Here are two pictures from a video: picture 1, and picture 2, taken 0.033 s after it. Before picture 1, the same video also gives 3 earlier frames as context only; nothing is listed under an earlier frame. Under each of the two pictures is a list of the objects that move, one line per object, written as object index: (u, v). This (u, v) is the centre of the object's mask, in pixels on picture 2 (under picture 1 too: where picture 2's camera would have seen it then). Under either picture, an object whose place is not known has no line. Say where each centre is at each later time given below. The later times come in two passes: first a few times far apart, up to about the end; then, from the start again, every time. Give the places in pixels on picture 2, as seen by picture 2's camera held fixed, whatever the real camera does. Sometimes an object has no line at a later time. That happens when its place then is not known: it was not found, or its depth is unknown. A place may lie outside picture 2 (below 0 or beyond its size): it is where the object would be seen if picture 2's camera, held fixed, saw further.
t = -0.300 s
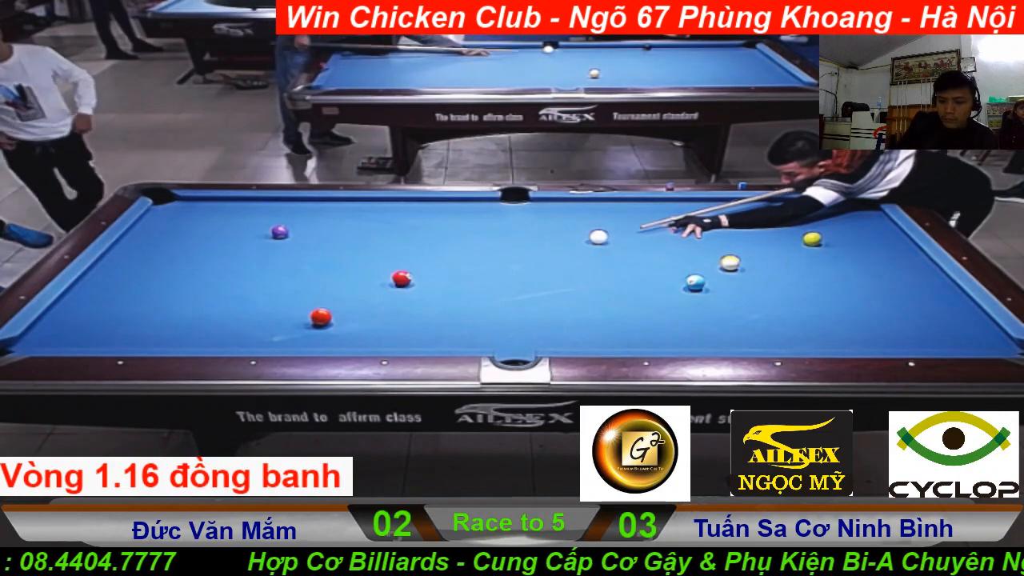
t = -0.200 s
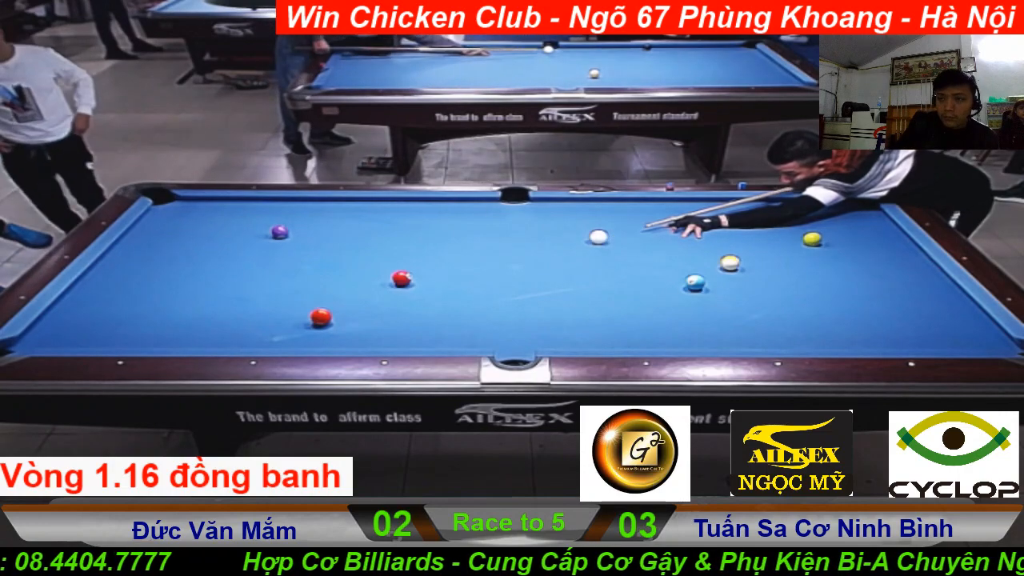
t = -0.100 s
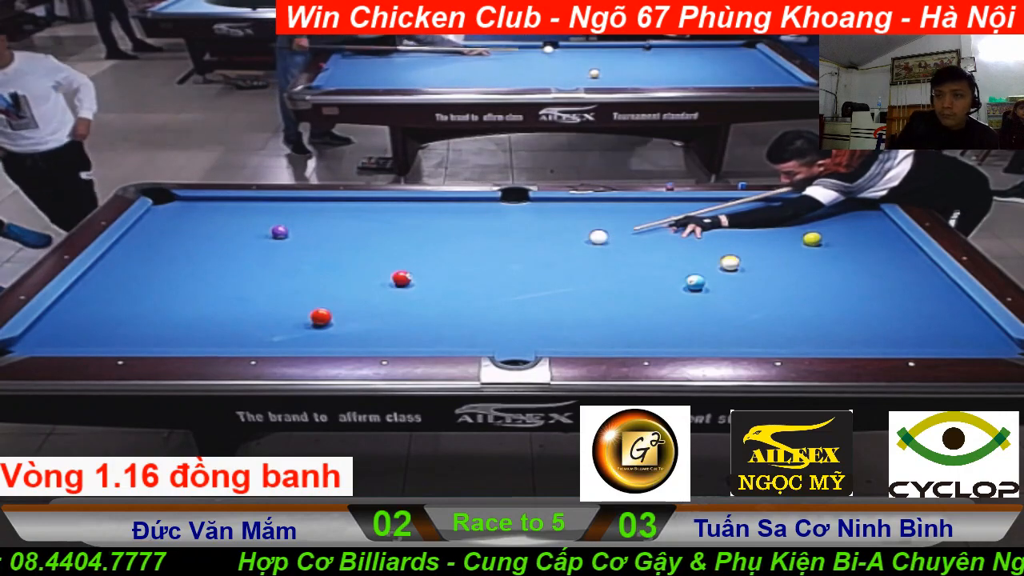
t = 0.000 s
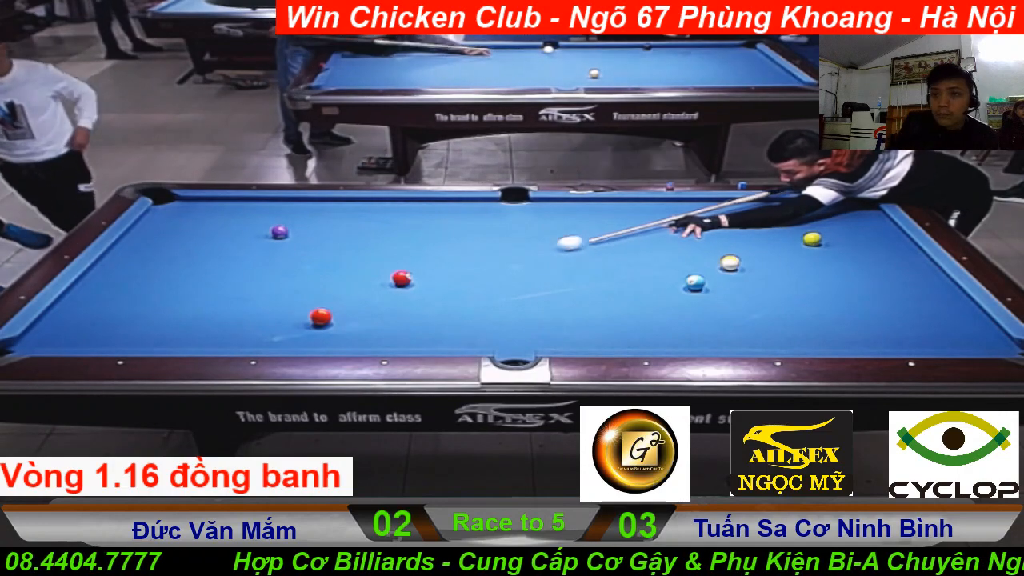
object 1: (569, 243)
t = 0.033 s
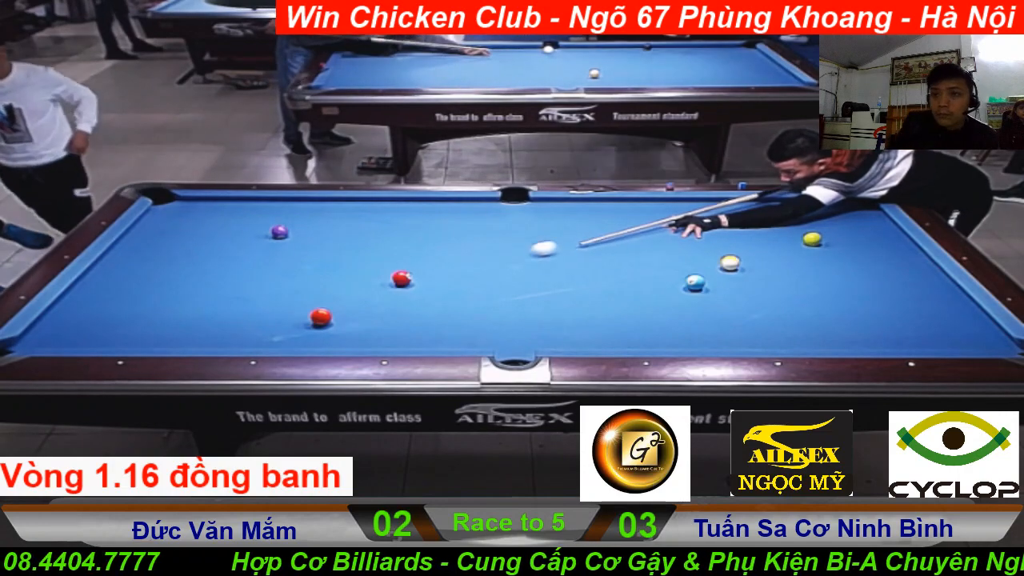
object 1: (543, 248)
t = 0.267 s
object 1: (418, 277)
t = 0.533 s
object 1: (414, 282)
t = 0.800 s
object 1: (409, 287)
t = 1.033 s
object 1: (407, 292)
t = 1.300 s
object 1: (404, 295)
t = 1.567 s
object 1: (402, 299)
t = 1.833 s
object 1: (400, 301)
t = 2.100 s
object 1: (399, 303)
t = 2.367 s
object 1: (399, 304)
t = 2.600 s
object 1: (399, 305)
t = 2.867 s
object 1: (398, 304)
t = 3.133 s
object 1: (399, 304)
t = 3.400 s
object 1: (399, 304)
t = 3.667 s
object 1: (398, 304)
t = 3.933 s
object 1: (398, 304)
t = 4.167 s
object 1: (398, 304)
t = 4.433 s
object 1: (399, 304)
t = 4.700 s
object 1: (398, 304)
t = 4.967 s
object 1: (398, 304)
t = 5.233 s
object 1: (398, 304)
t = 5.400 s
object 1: (398, 304)
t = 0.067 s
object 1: (518, 254)
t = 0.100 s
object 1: (492, 259)
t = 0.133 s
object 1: (467, 265)
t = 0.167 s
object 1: (443, 270)
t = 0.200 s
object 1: (420, 275)
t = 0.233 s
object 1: (419, 276)
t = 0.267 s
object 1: (418, 277)
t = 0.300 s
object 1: (418, 278)
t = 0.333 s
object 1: (417, 278)
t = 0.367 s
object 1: (417, 279)
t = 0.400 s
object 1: (416, 280)
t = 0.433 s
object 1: (415, 281)
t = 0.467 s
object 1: (415, 281)
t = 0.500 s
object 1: (414, 282)
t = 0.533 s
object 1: (414, 282)
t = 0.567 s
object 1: (413, 283)
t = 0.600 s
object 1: (412, 284)
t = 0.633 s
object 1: (412, 284)
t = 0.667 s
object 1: (412, 285)
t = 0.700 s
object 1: (411, 286)
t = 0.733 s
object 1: (411, 286)
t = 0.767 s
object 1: (410, 287)
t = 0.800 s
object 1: (409, 287)
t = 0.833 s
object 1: (409, 288)
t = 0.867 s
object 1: (409, 289)
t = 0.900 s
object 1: (408, 289)
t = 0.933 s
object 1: (408, 290)
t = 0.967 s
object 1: (407, 290)
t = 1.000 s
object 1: (407, 291)
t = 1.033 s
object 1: (407, 292)
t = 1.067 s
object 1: (406, 292)
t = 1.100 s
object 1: (406, 292)
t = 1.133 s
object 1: (406, 293)
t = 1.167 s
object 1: (405, 293)
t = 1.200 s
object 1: (405, 294)
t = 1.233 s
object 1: (404, 294)
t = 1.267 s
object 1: (404, 295)
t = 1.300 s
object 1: (404, 295)
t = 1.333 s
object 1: (403, 296)
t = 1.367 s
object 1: (403, 296)
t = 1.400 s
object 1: (403, 297)
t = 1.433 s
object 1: (402, 297)
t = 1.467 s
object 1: (402, 297)
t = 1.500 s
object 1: (402, 298)
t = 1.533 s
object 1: (402, 298)
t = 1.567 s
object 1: (402, 299)
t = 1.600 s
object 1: (401, 299)
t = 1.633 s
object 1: (401, 299)
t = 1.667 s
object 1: (401, 300)
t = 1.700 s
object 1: (400, 300)
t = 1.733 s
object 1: (400, 300)
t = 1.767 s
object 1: (400, 300)
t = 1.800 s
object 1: (400, 301)
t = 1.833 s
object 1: (400, 301)
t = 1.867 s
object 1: (400, 301)
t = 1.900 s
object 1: (399, 302)
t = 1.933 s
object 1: (399, 302)
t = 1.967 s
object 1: (399, 302)
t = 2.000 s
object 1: (399, 302)
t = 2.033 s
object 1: (399, 303)
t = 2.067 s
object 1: (399, 303)
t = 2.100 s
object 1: (399, 303)
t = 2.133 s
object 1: (399, 303)
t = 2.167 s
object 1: (399, 303)
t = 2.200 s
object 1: (399, 304)
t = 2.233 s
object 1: (399, 304)
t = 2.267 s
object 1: (399, 304)
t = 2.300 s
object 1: (399, 304)
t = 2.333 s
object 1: (399, 304)
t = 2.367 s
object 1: (399, 304)
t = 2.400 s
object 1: (399, 304)
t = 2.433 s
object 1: (399, 304)
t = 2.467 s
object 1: (399, 304)
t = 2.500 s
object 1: (398, 304)
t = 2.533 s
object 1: (398, 304)
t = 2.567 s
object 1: (398, 304)
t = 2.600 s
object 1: (399, 305)
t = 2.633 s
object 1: (398, 304)
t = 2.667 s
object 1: (398, 304)
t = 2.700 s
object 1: (399, 304)
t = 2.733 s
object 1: (399, 304)
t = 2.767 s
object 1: (398, 304)
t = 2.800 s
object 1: (399, 304)
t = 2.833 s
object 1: (398, 304)
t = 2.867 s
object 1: (398, 304)
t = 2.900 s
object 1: (398, 304)
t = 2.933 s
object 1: (398, 304)
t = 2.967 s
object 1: (398, 304)
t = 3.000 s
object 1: (399, 304)
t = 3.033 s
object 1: (398, 304)
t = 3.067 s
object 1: (399, 304)
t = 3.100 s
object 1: (398, 304)
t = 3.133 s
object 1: (399, 304)
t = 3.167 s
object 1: (398, 304)
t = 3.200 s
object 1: (398, 304)
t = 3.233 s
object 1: (398, 304)
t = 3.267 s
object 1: (398, 304)
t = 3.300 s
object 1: (398, 304)
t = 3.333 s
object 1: (398, 304)
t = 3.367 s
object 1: (398, 304)
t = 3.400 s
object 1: (399, 304)
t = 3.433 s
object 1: (399, 304)
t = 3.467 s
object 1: (399, 304)
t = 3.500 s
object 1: (399, 304)
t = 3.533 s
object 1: (399, 304)
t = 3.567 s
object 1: (398, 304)
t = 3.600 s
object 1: (399, 304)
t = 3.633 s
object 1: (398, 304)
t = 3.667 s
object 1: (398, 304)
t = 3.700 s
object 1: (398, 304)
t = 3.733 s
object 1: (398, 304)
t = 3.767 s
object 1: (398, 304)
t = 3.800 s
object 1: (398, 304)
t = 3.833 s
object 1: (398, 304)
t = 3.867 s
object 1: (398, 304)
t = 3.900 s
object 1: (398, 304)
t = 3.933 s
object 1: (398, 304)
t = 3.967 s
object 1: (398, 304)
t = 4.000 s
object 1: (398, 304)
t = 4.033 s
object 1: (398, 304)
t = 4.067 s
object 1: (398, 304)
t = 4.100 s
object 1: (398, 304)
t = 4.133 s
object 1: (398, 304)
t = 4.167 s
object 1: (398, 304)
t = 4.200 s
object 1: (399, 304)
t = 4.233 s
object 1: (398, 304)
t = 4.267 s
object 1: (399, 304)
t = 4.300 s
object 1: (399, 304)
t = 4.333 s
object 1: (398, 304)
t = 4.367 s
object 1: (398, 304)
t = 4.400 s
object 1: (399, 304)
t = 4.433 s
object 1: (399, 304)
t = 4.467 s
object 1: (399, 304)
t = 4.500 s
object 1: (398, 304)
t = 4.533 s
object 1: (398, 304)
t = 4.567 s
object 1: (398, 304)
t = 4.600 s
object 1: (398, 304)
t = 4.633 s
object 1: (398, 304)
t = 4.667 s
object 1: (398, 304)
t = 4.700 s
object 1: (398, 304)
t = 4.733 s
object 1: (398, 304)
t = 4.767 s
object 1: (398, 304)
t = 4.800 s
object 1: (398, 304)
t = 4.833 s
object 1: (398, 304)
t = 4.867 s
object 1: (398, 304)
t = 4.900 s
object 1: (399, 304)
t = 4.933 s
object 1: (398, 304)
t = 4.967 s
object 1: (398, 304)
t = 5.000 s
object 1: (398, 304)
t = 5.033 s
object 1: (398, 304)
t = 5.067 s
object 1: (398, 304)
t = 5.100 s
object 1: (399, 303)
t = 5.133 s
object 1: (399, 303)
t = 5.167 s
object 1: (398, 306)
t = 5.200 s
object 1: (398, 304)
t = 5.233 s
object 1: (398, 304)
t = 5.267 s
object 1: (398, 304)
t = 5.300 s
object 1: (399, 304)
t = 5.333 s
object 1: (398, 304)
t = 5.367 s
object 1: (398, 304)
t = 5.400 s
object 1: (398, 304)
